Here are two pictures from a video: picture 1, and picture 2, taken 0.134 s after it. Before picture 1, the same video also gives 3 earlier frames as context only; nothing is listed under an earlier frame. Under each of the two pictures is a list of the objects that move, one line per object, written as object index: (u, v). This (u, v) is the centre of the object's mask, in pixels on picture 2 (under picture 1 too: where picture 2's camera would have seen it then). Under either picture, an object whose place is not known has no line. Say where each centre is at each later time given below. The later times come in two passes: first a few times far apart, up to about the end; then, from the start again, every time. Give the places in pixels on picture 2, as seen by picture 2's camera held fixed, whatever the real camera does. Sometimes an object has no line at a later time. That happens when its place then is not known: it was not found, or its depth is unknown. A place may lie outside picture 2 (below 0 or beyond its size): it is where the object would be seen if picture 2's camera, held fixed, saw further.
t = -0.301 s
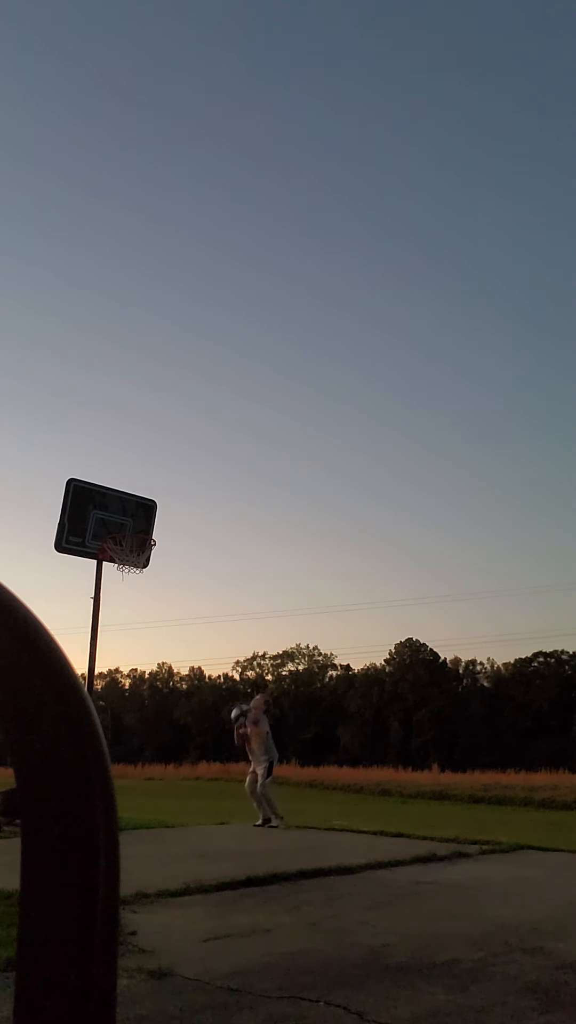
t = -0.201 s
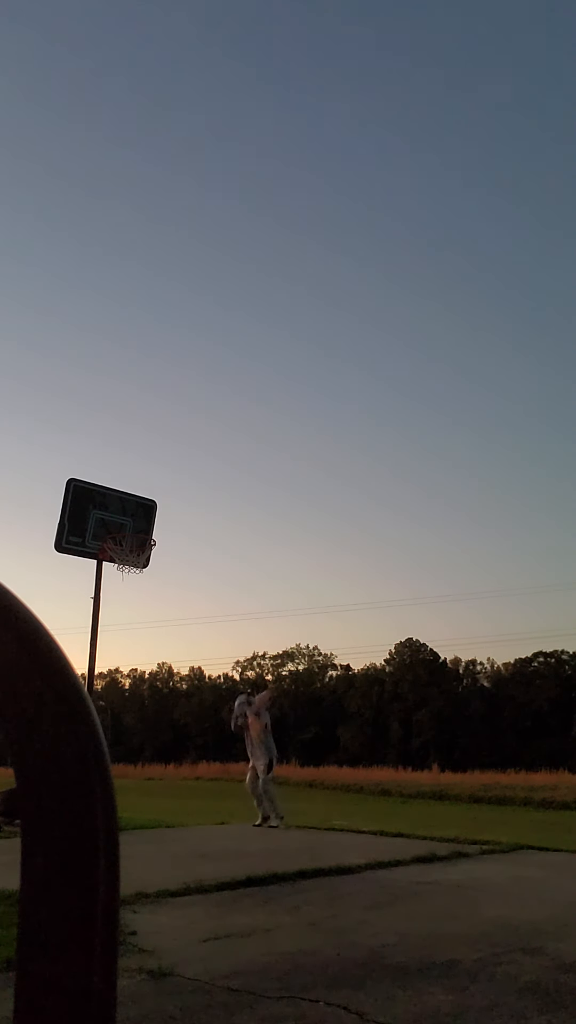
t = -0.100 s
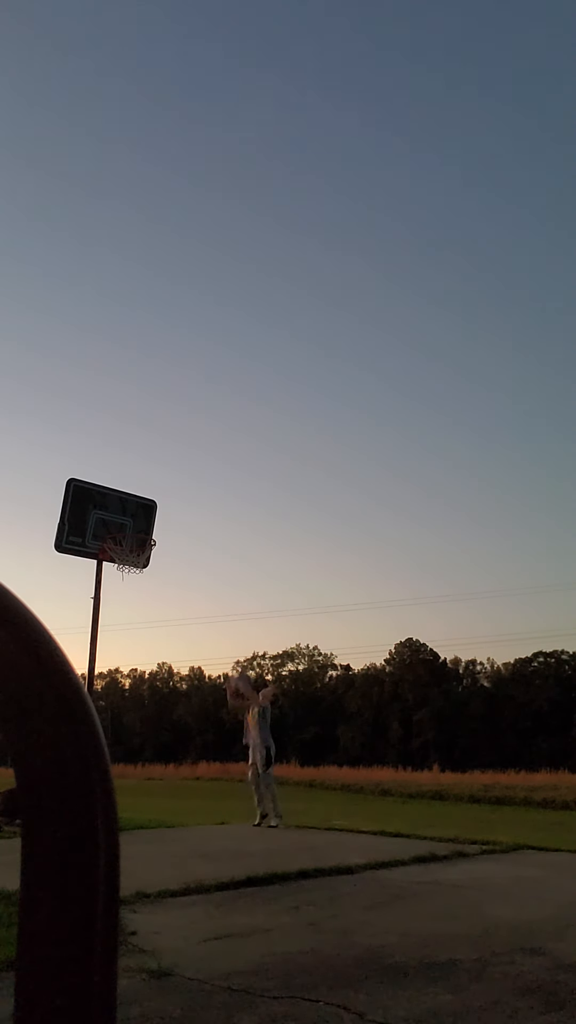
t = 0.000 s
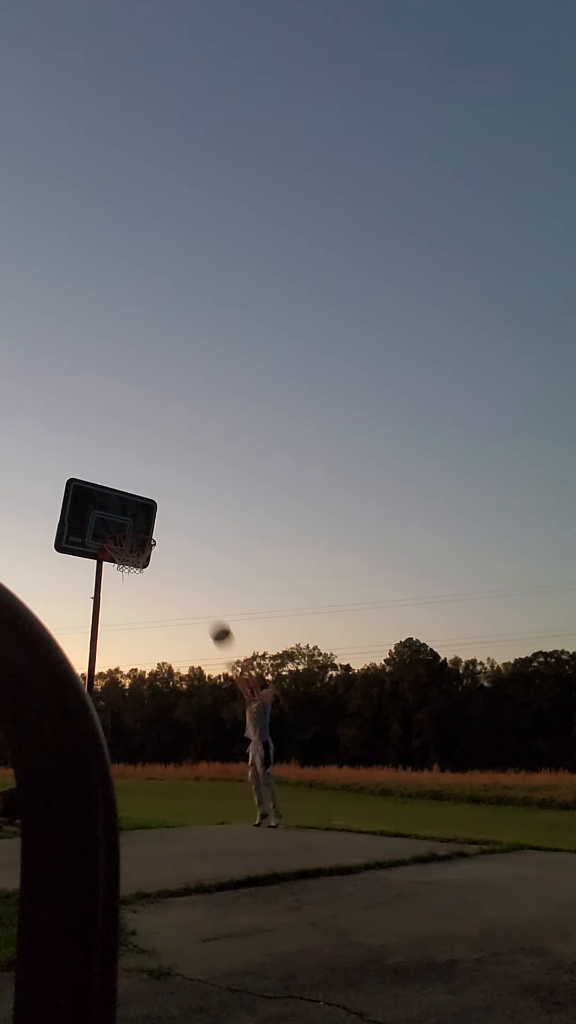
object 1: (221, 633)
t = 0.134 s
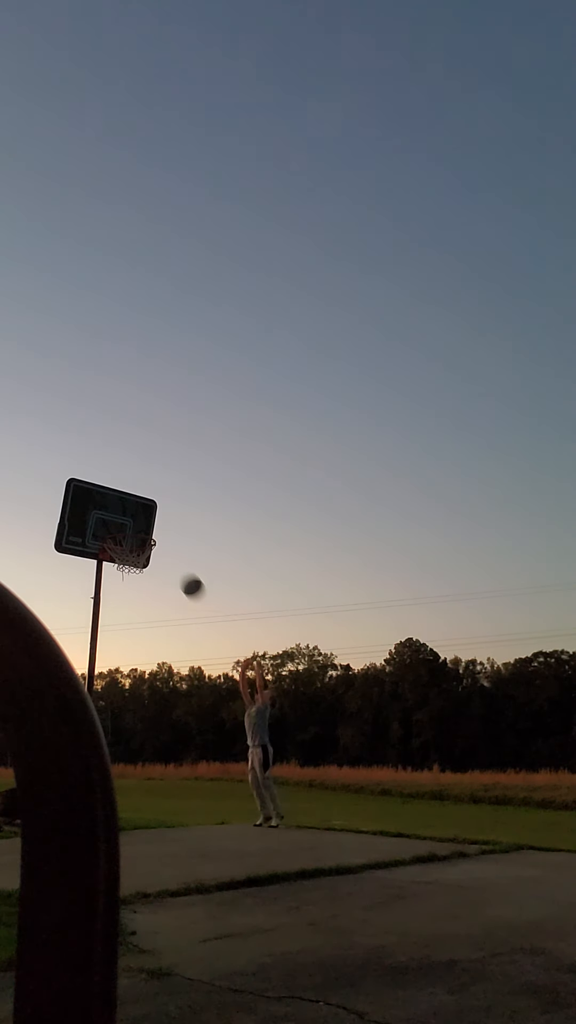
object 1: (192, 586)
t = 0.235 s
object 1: (170, 562)
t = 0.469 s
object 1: (160, 560)
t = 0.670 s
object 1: (168, 604)
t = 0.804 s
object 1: (172, 652)
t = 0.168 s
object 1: (185, 577)
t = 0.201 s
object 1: (177, 569)
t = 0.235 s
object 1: (170, 562)
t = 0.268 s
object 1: (163, 556)
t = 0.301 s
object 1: (157, 552)
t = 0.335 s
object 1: (157, 551)
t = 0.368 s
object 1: (158, 552)
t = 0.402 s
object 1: (158, 554)
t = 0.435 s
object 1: (158, 556)
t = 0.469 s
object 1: (160, 560)
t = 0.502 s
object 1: (162, 565)
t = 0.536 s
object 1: (163, 571)
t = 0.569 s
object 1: (164, 578)
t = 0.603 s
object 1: (166, 586)
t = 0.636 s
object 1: (167, 595)
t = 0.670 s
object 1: (168, 604)
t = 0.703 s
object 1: (169, 614)
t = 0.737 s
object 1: (170, 626)
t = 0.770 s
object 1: (171, 638)
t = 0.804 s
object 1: (172, 652)
